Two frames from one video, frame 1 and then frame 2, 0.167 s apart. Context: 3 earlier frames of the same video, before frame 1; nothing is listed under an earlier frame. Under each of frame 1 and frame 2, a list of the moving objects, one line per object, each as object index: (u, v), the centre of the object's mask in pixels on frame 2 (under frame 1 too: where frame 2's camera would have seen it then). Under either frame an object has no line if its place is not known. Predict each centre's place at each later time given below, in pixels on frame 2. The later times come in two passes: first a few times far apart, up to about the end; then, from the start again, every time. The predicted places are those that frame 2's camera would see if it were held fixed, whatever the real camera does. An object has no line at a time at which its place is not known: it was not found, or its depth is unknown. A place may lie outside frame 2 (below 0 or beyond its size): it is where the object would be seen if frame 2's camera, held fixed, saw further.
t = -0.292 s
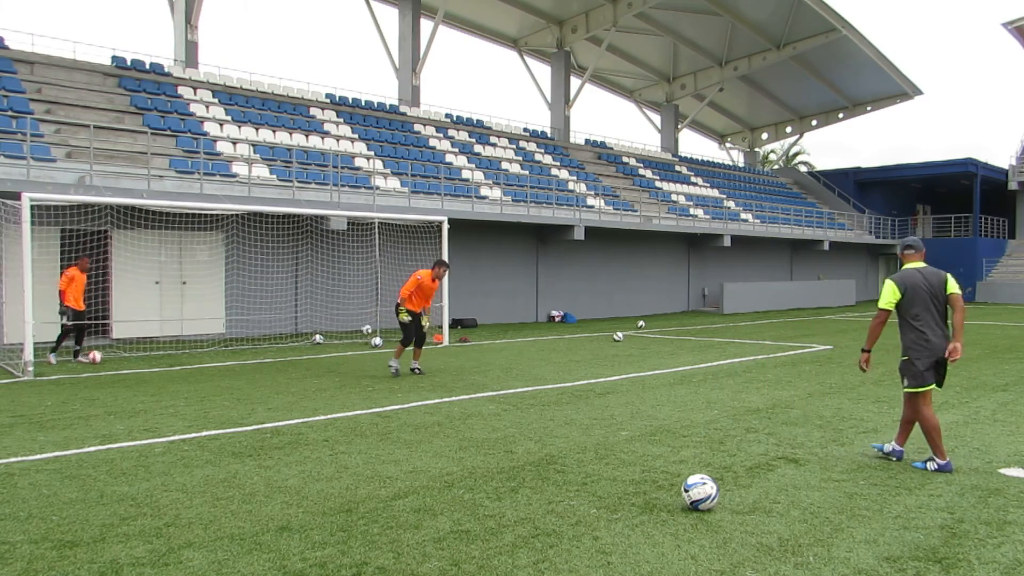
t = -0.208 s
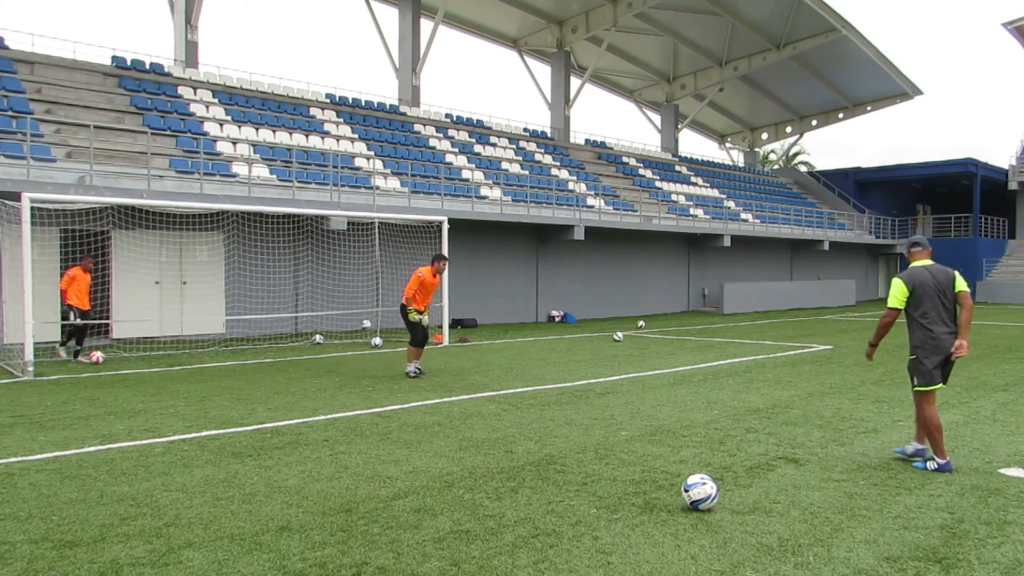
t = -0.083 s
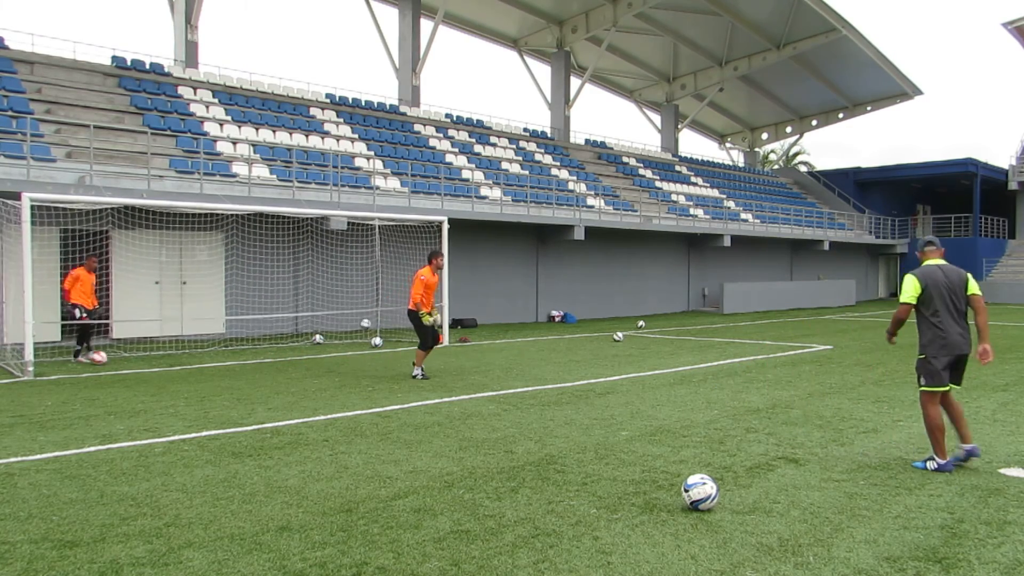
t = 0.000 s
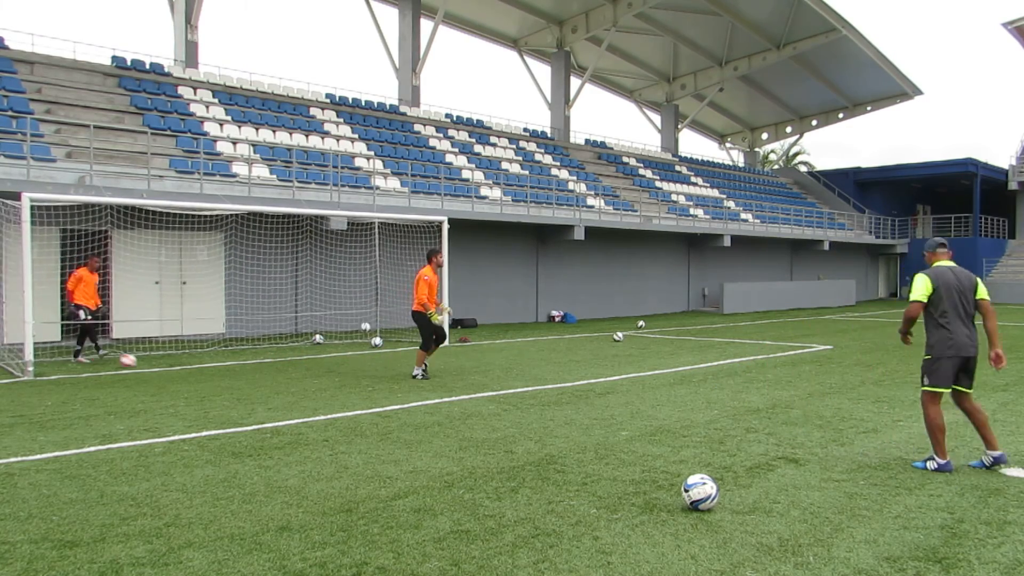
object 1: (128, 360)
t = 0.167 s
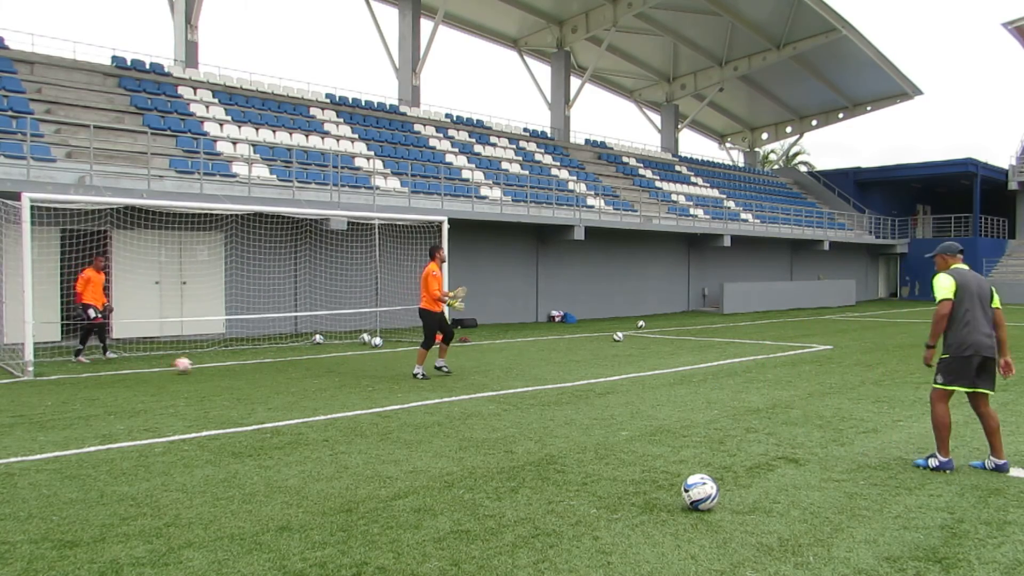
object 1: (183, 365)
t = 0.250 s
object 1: (210, 369)
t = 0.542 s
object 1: (293, 377)
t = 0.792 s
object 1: (361, 381)
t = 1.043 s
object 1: (434, 388)
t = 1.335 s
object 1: (528, 397)
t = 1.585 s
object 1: (615, 406)
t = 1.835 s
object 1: (709, 415)
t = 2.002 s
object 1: (775, 420)
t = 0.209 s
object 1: (197, 368)
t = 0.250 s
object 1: (210, 369)
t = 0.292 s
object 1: (223, 370)
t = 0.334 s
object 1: (236, 371)
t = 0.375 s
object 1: (248, 373)
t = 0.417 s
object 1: (258, 372)
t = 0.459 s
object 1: (270, 373)
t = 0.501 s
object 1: (282, 374)
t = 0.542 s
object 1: (293, 377)
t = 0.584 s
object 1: (304, 376)
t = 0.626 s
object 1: (315, 376)
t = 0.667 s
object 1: (327, 378)
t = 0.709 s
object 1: (338, 381)
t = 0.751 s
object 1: (350, 380)
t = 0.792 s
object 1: (361, 381)
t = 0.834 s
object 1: (373, 383)
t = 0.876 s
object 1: (385, 383)
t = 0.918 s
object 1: (398, 384)
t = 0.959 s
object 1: (410, 385)
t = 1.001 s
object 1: (422, 386)
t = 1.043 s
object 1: (434, 388)
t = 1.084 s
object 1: (448, 389)
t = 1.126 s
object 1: (460, 391)
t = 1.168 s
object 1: (473, 391)
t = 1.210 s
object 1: (486, 393)
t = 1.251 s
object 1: (500, 394)
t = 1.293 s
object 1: (513, 396)
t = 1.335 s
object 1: (528, 397)
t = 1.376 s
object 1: (541, 398)
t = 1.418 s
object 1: (556, 399)
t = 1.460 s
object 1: (570, 400)
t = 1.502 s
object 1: (584, 403)
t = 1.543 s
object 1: (600, 404)
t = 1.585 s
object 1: (615, 406)
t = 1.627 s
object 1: (630, 407)
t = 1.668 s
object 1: (645, 409)
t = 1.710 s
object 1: (661, 411)
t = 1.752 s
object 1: (677, 412)
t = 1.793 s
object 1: (693, 414)
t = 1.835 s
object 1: (709, 415)
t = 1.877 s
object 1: (725, 417)
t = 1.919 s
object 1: (742, 418)
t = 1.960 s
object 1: (758, 420)
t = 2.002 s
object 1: (775, 420)
